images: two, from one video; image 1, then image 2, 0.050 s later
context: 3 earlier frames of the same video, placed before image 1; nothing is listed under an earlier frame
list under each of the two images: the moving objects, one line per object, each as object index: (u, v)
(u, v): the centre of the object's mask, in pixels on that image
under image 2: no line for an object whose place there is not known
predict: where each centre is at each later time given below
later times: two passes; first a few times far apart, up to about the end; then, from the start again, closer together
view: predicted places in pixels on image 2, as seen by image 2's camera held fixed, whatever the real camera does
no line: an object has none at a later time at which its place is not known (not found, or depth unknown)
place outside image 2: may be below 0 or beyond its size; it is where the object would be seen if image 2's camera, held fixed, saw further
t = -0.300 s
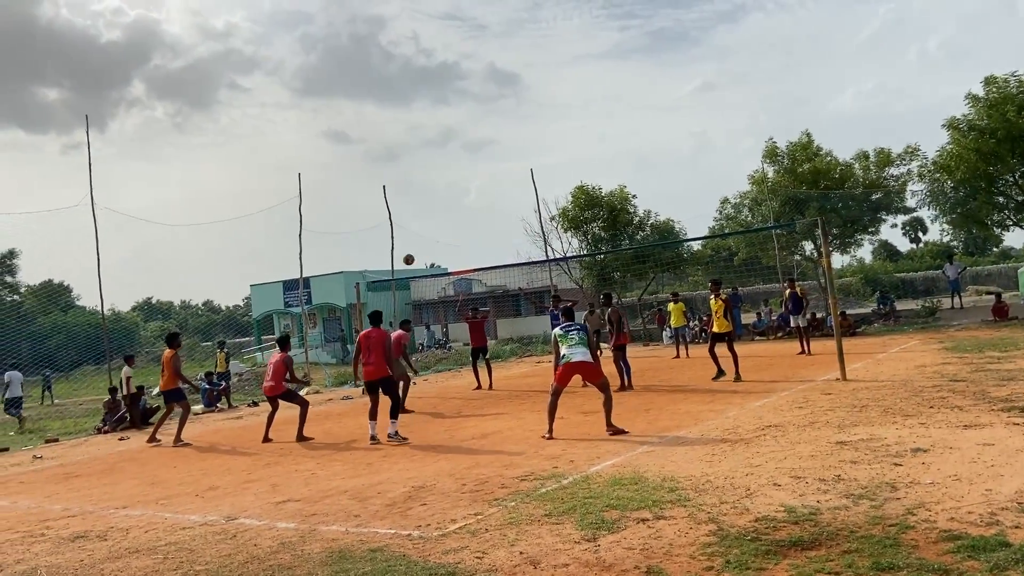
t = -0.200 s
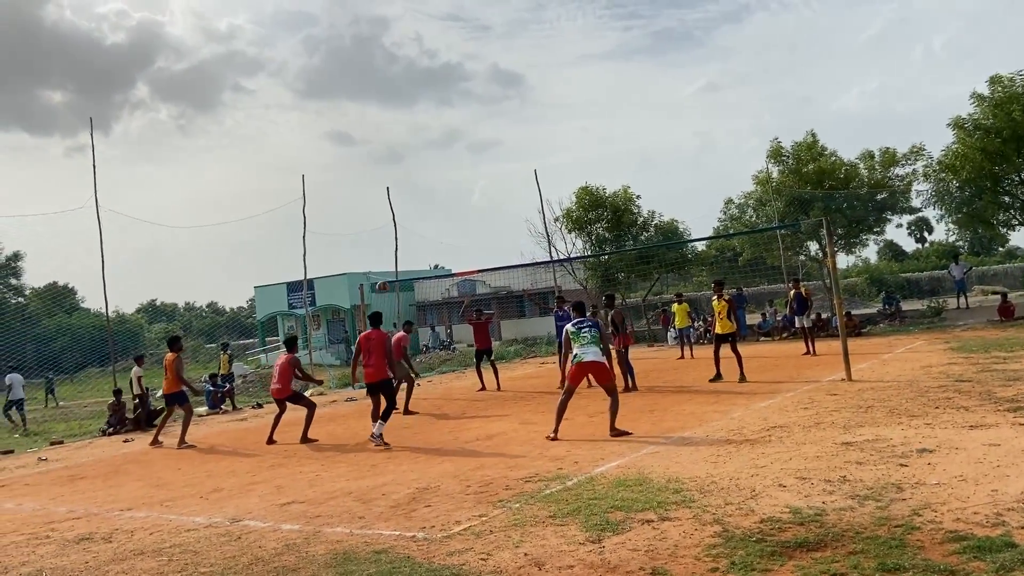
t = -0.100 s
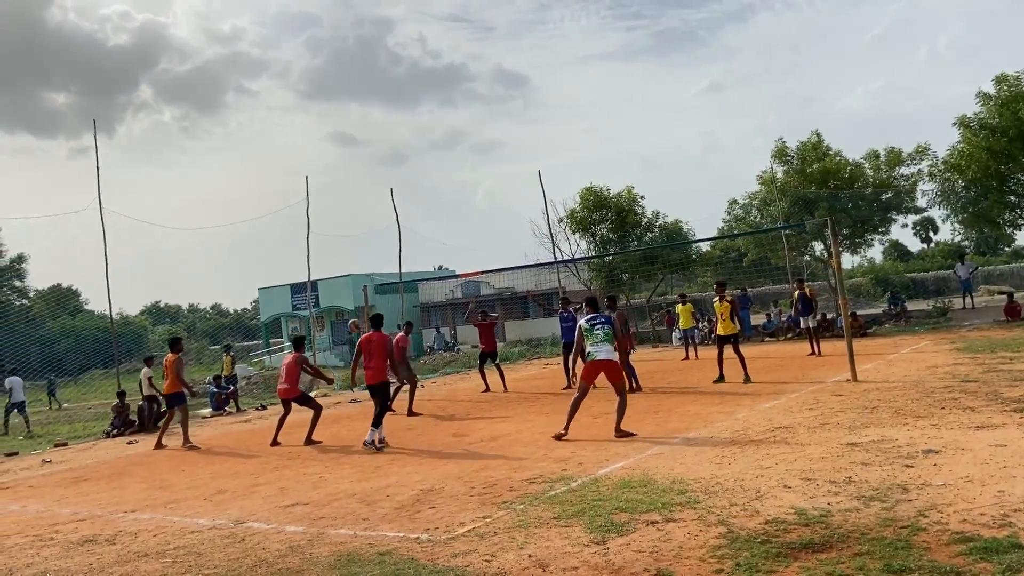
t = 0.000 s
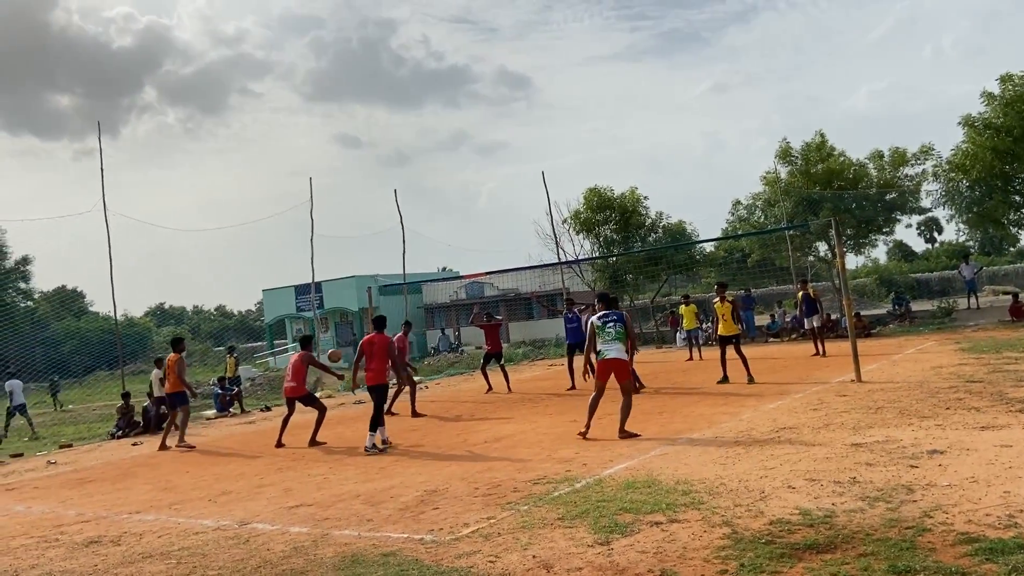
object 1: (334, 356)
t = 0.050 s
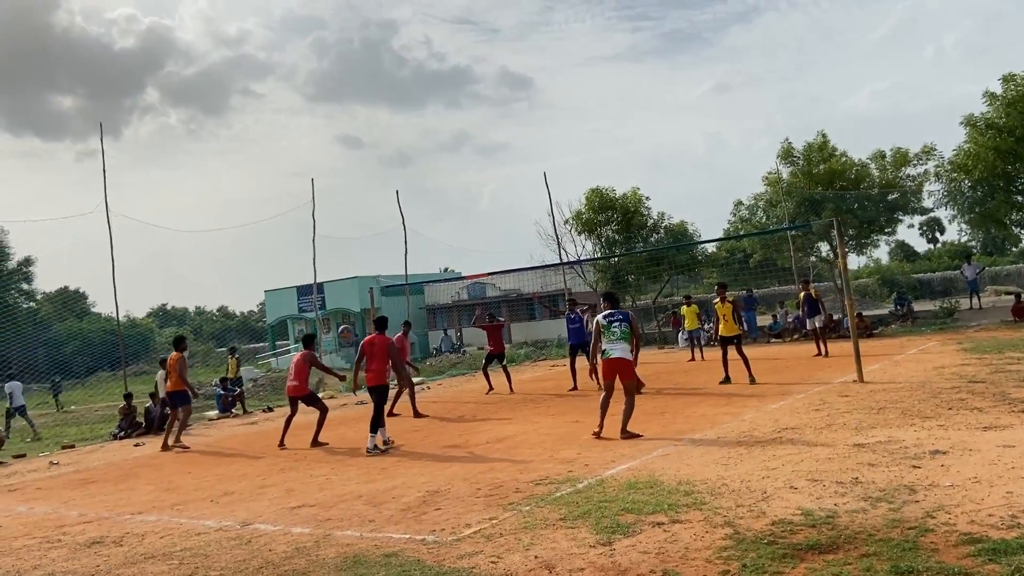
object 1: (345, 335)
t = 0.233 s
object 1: (380, 259)
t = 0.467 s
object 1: (424, 200)
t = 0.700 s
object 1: (469, 176)
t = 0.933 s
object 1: (518, 185)
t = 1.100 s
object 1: (554, 211)
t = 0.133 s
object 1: (361, 295)
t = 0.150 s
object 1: (364, 289)
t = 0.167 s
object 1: (367, 282)
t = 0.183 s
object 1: (370, 276)
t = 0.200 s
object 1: (374, 270)
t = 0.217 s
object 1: (377, 265)
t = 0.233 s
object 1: (380, 259)
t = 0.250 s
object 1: (383, 254)
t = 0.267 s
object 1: (386, 248)
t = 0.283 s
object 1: (389, 243)
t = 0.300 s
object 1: (392, 238)
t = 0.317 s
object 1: (395, 233)
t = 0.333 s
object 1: (398, 229)
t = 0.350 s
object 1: (402, 224)
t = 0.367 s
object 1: (405, 220)
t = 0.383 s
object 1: (408, 216)
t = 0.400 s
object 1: (411, 213)
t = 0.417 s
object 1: (414, 209)
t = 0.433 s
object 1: (417, 206)
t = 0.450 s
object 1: (421, 203)
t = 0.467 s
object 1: (424, 200)
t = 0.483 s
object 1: (427, 197)
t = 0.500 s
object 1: (430, 194)
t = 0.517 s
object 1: (434, 192)
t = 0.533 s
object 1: (437, 189)
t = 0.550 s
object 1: (440, 187)
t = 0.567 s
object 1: (443, 185)
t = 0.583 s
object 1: (446, 183)
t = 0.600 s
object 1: (450, 181)
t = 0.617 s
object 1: (453, 180)
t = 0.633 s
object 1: (456, 179)
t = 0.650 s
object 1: (459, 178)
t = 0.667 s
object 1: (463, 177)
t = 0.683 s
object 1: (466, 176)
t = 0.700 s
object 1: (469, 176)
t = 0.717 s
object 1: (473, 175)
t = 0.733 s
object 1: (476, 175)
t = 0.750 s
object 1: (479, 175)
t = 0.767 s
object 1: (483, 175)
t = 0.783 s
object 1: (486, 175)
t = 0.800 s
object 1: (490, 175)
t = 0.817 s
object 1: (493, 176)
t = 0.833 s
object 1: (497, 176)
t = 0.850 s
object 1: (500, 177)
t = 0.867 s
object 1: (503, 179)
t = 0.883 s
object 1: (507, 180)
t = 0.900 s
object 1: (511, 181)
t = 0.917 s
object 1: (514, 183)
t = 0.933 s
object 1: (518, 185)
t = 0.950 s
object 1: (521, 187)
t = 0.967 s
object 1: (525, 189)
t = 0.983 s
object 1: (529, 191)
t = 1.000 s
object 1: (532, 193)
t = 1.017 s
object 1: (536, 196)
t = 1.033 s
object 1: (540, 198)
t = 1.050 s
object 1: (543, 201)
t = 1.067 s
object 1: (546, 204)
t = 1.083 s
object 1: (550, 208)
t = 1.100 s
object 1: (554, 211)
